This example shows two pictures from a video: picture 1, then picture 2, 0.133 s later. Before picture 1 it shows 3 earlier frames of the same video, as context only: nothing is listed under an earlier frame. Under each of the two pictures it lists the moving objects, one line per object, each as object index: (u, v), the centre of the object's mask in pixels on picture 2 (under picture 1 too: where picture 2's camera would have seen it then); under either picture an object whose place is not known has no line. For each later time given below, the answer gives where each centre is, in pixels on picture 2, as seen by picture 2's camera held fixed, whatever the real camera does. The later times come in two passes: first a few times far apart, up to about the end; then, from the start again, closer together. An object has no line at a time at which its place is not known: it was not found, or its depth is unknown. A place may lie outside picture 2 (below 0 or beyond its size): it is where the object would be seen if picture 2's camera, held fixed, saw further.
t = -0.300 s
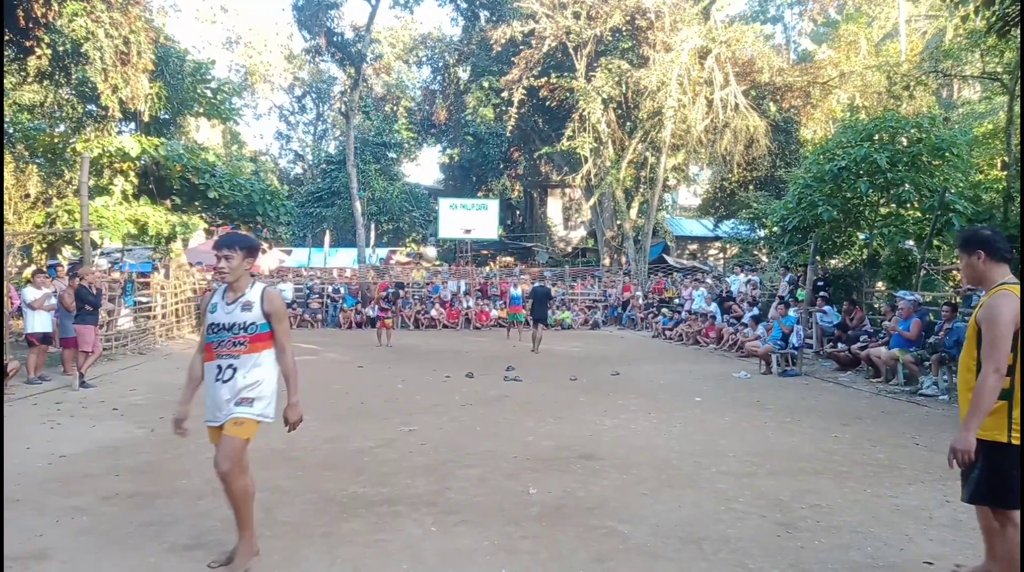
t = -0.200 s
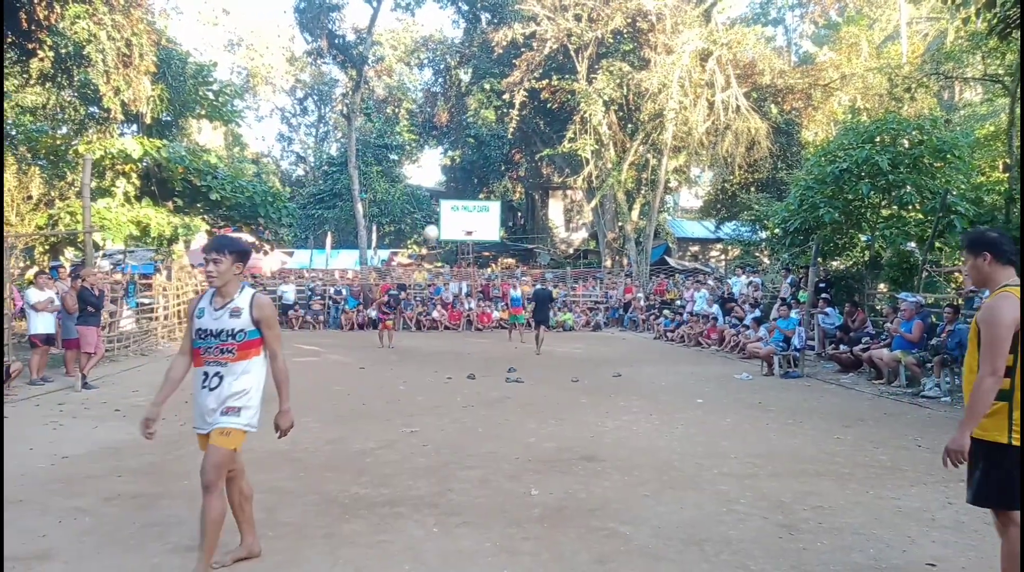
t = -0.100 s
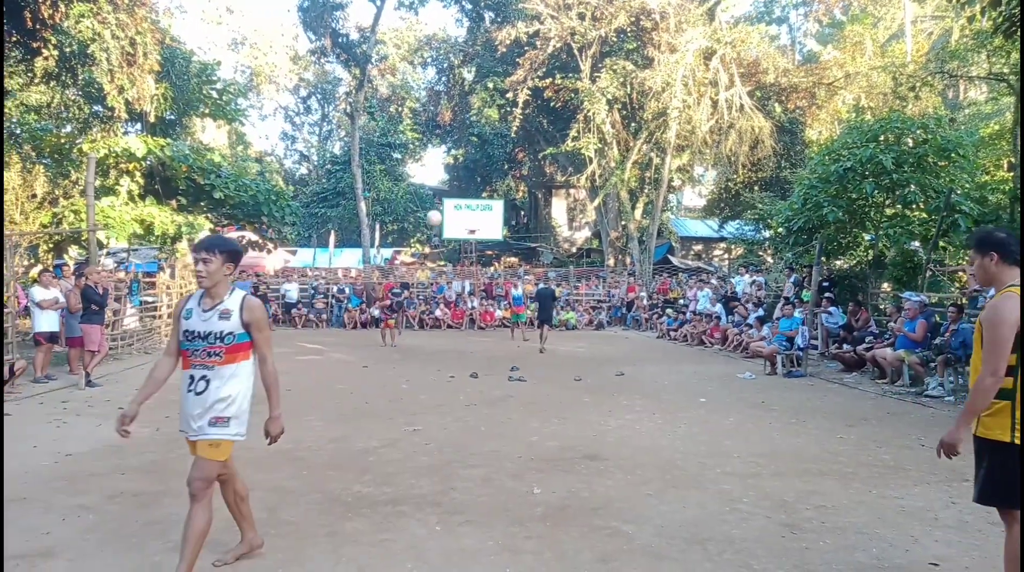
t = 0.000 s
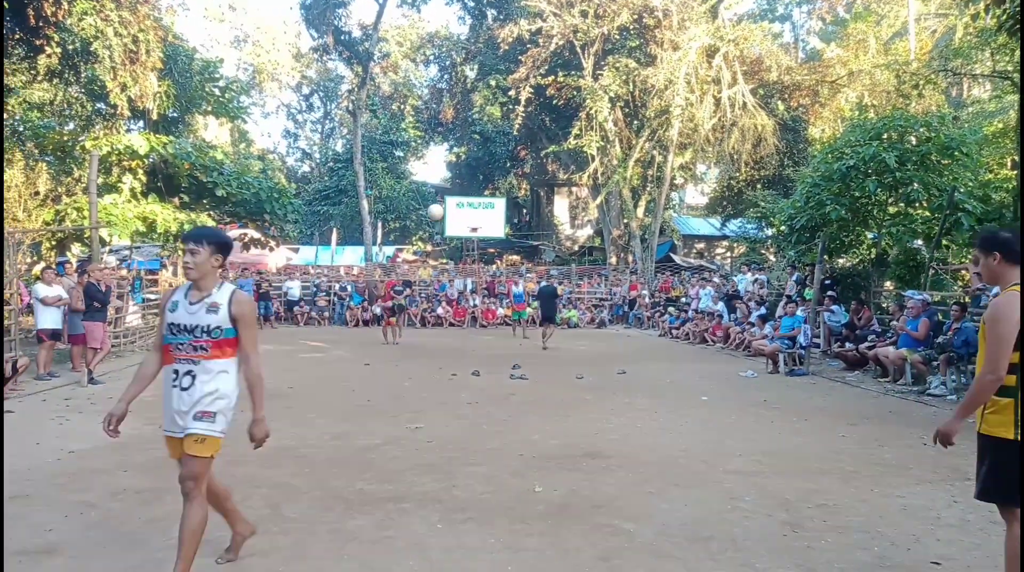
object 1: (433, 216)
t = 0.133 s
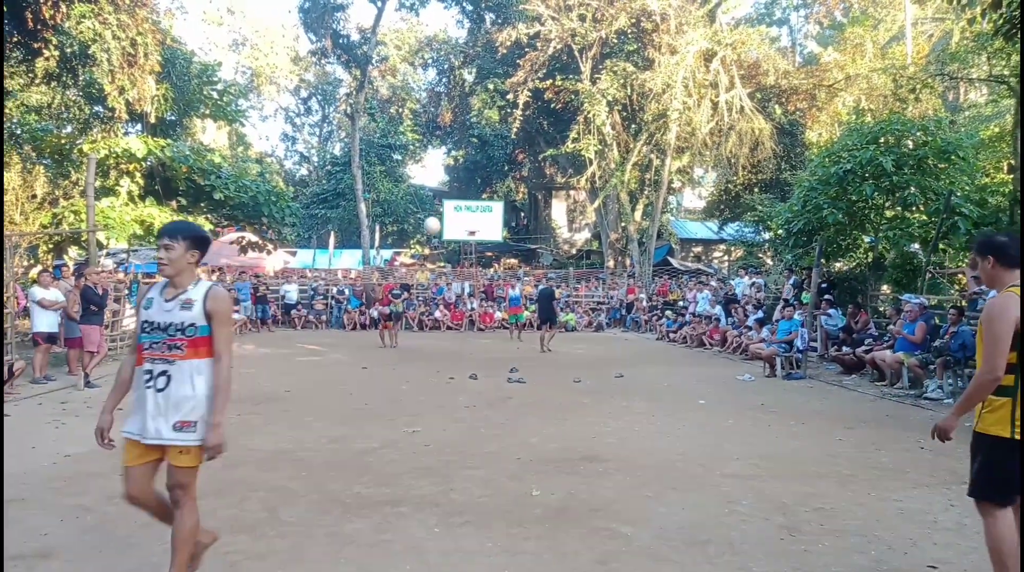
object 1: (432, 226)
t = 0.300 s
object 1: (431, 267)
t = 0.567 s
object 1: (425, 416)
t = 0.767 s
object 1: (417, 383)
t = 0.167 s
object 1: (432, 231)
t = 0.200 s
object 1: (431, 238)
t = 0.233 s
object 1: (431, 246)
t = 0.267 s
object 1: (431, 255)
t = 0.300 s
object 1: (431, 267)
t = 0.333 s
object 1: (430, 280)
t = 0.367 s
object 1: (429, 295)
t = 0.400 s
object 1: (429, 312)
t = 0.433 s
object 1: (429, 327)
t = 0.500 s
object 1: (427, 368)
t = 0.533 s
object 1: (426, 392)
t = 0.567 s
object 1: (425, 416)
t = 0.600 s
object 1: (424, 443)
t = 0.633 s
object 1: (423, 453)
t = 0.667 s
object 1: (422, 433)
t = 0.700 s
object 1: (420, 414)
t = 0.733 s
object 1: (419, 398)
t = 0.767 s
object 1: (417, 383)
